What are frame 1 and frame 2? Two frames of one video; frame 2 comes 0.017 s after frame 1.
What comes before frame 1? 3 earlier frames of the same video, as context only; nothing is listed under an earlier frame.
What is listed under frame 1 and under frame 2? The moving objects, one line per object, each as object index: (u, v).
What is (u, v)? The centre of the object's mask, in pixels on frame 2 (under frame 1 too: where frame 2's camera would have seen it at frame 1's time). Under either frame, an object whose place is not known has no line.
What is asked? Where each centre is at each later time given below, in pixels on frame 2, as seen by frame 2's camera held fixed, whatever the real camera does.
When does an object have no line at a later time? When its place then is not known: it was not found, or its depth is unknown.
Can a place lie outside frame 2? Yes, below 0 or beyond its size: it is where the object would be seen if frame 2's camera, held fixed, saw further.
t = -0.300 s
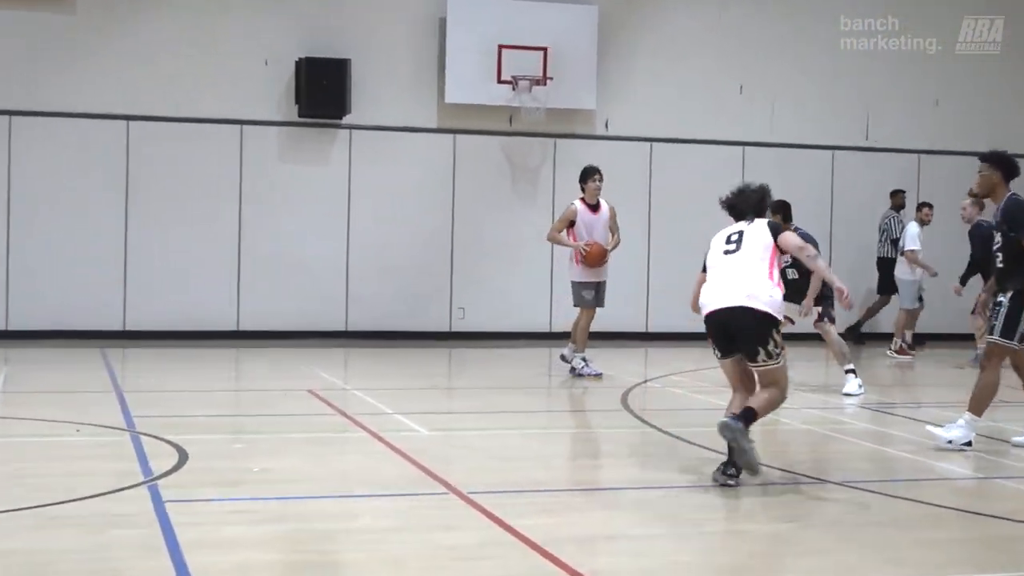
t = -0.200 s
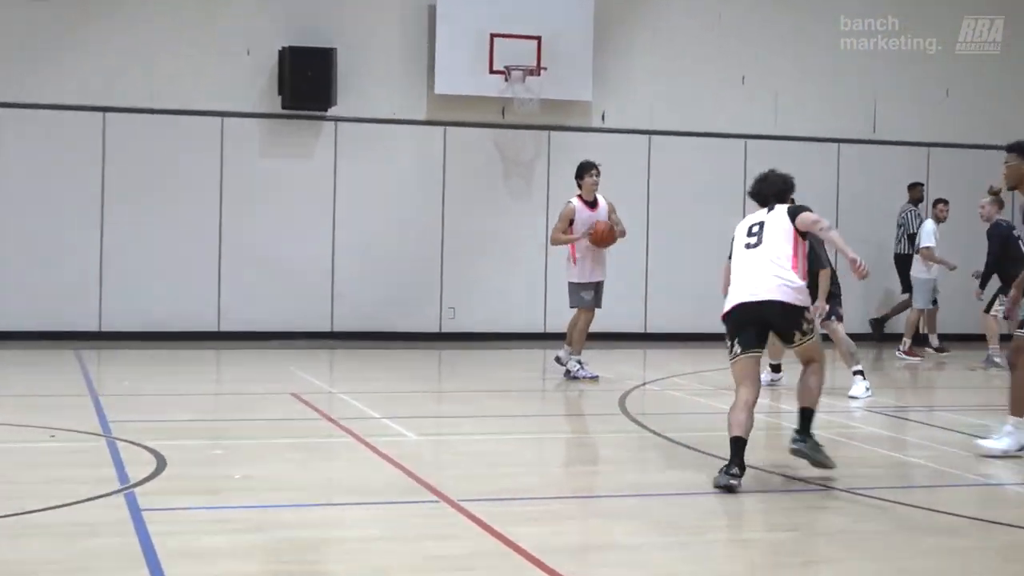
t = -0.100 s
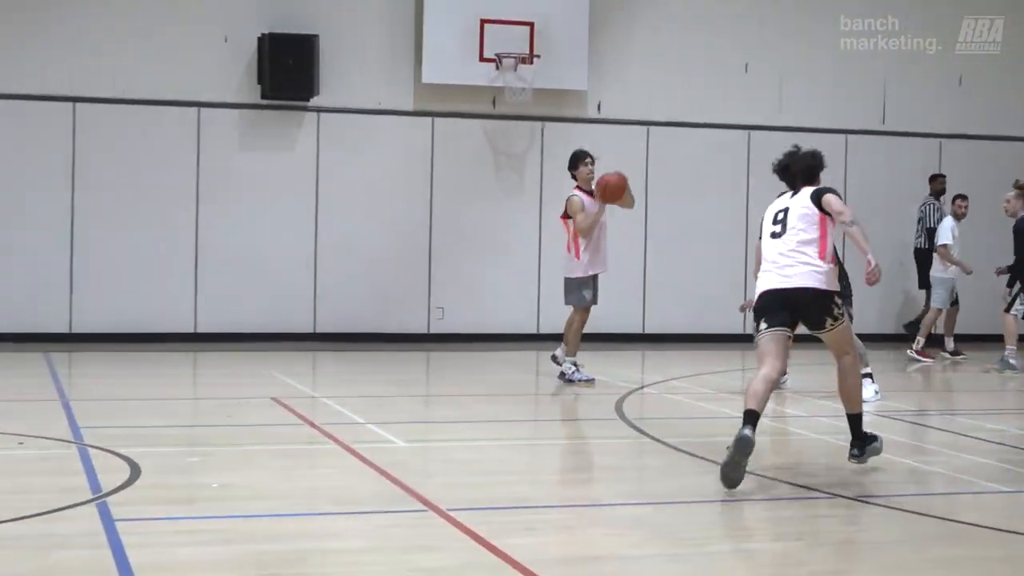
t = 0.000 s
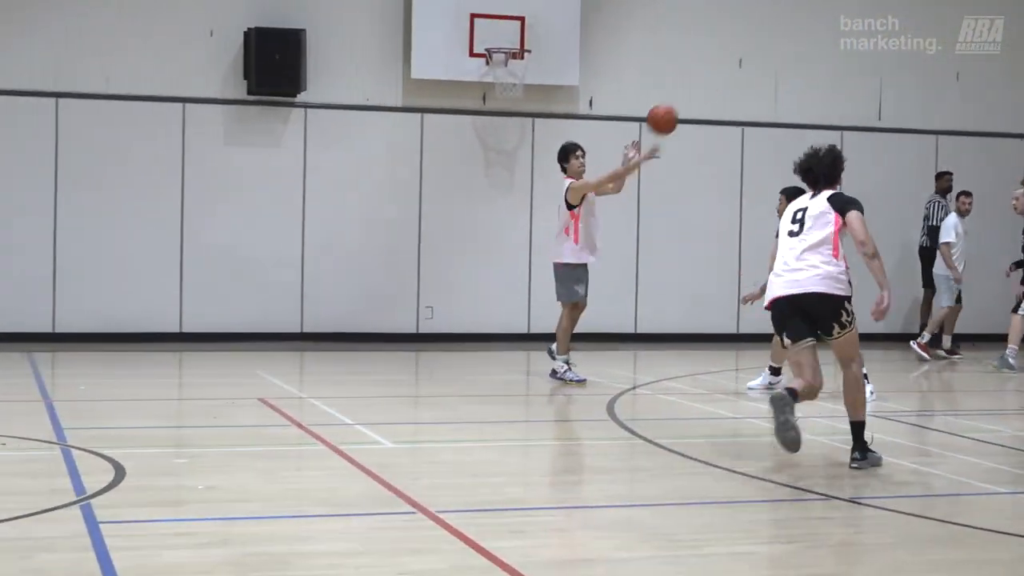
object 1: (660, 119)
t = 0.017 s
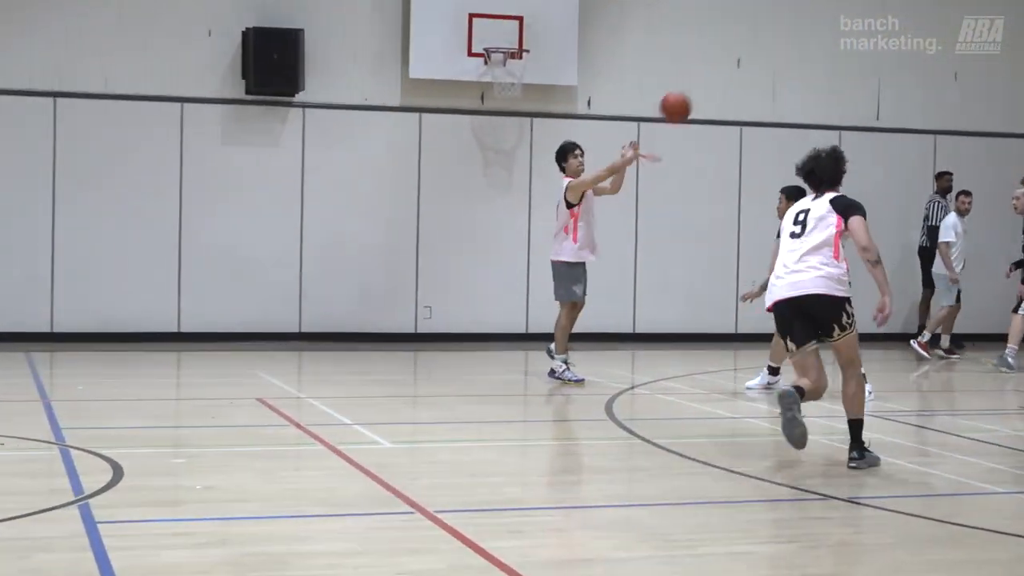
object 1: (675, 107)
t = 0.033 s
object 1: (691, 95)
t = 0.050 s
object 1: (706, 83)
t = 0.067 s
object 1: (721, 71)
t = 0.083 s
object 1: (737, 60)
